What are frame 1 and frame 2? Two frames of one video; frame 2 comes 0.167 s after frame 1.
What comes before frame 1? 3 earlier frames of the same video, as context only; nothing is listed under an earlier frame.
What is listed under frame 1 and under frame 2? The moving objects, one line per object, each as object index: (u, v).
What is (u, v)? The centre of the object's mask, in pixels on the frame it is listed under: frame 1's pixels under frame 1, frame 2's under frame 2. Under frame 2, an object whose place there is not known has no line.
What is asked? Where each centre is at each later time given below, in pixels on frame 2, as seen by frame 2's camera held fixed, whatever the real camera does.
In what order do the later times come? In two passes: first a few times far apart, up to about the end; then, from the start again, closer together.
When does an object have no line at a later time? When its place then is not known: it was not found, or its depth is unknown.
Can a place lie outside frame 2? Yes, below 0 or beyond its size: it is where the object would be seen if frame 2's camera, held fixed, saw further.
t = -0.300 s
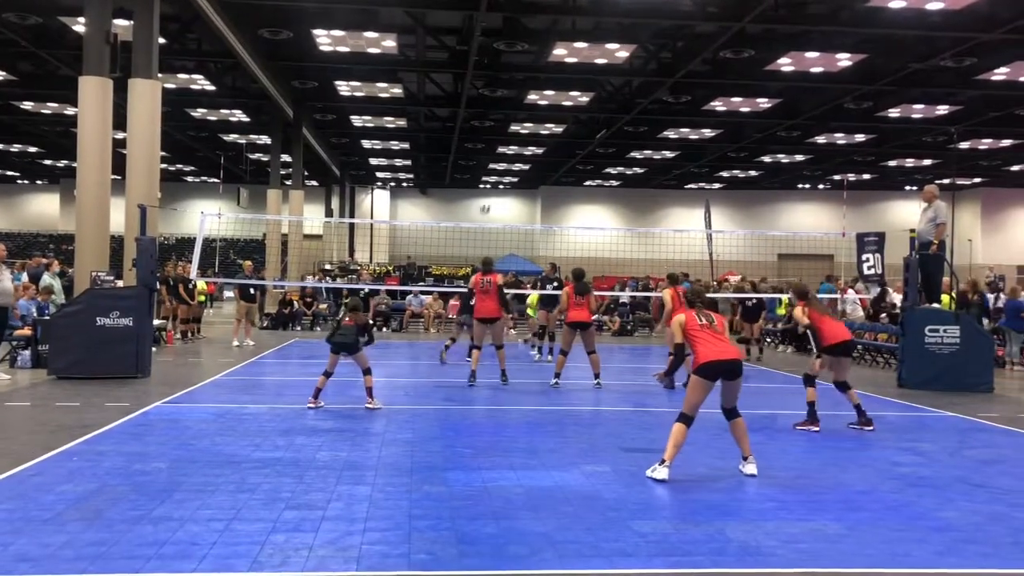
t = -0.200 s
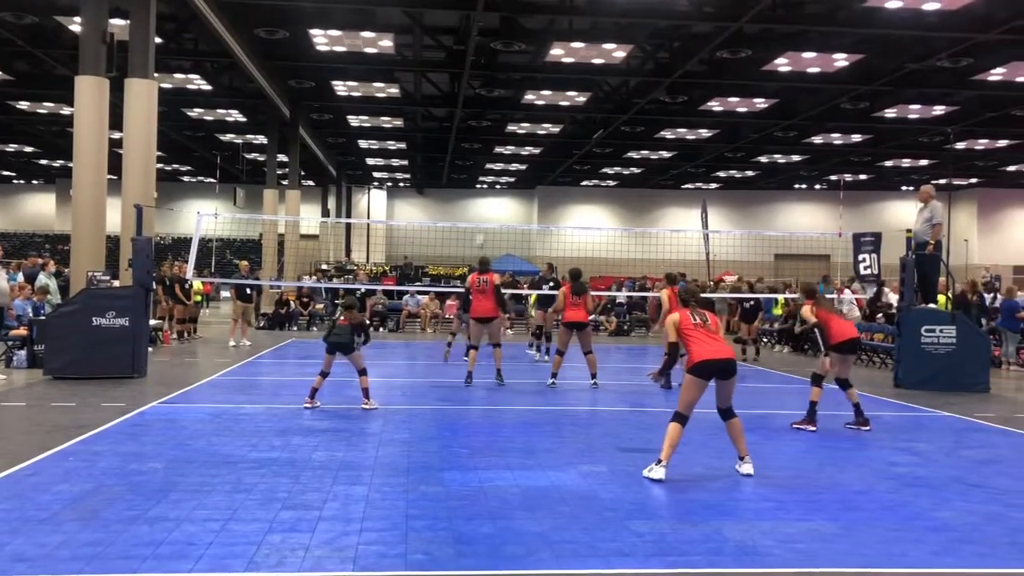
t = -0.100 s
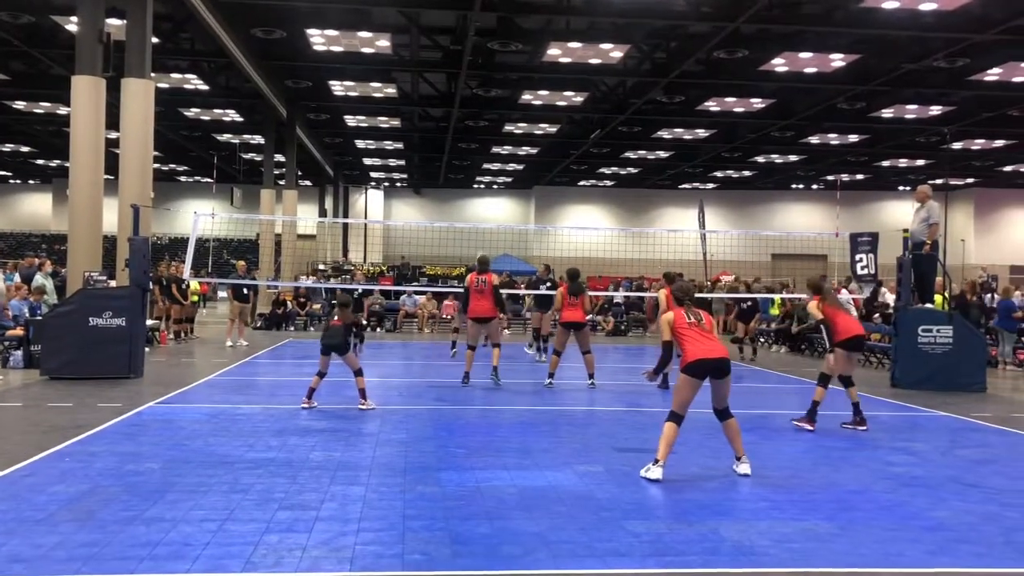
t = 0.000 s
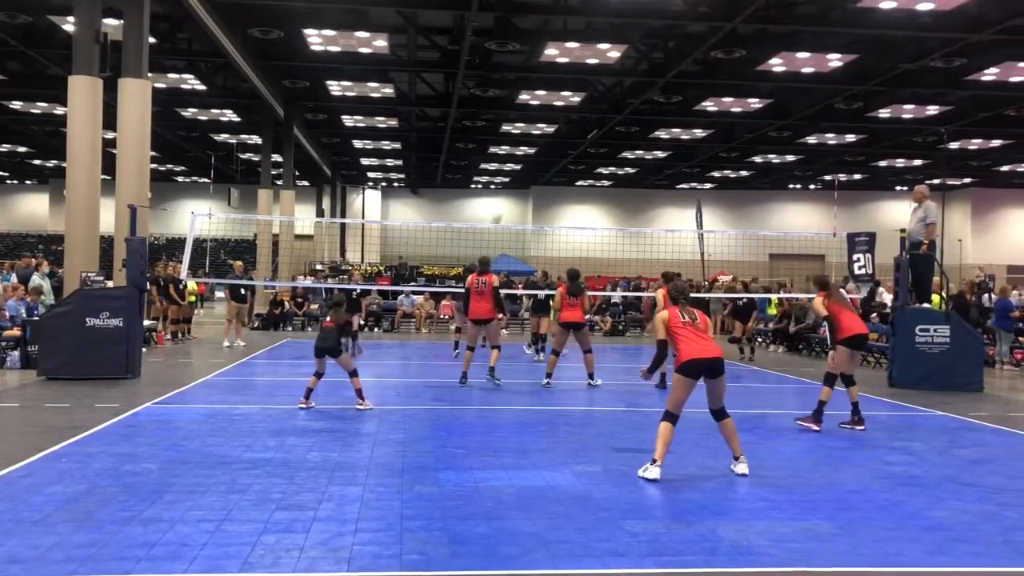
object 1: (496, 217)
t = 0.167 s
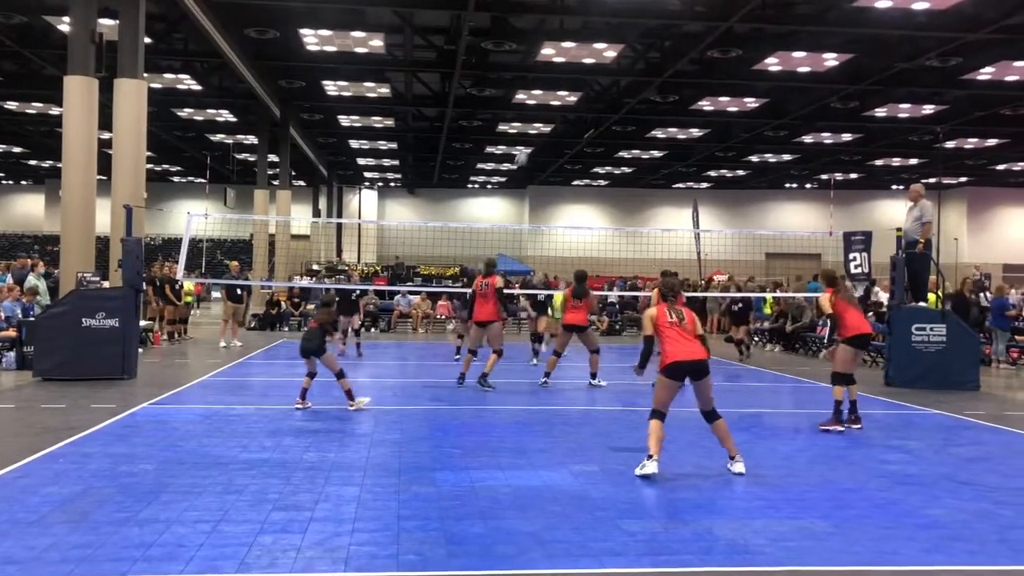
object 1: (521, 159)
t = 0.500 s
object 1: (577, 86)
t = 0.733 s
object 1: (615, 73)
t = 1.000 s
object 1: (658, 96)
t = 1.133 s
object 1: (679, 123)
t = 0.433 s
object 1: (566, 95)
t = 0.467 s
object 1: (572, 89)
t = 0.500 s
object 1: (577, 86)
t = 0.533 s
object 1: (583, 82)
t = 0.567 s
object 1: (588, 79)
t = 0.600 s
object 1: (594, 77)
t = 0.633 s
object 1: (599, 75)
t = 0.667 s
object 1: (604, 74)
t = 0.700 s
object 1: (610, 73)
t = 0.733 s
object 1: (615, 73)
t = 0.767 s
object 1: (621, 74)
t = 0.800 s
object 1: (626, 75)
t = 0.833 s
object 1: (632, 77)
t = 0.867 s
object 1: (637, 79)
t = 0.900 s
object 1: (643, 83)
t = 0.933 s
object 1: (648, 87)
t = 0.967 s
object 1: (653, 92)
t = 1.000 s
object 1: (658, 96)
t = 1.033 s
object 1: (664, 103)
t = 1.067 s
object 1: (669, 109)
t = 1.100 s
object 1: (674, 116)
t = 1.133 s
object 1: (679, 123)
